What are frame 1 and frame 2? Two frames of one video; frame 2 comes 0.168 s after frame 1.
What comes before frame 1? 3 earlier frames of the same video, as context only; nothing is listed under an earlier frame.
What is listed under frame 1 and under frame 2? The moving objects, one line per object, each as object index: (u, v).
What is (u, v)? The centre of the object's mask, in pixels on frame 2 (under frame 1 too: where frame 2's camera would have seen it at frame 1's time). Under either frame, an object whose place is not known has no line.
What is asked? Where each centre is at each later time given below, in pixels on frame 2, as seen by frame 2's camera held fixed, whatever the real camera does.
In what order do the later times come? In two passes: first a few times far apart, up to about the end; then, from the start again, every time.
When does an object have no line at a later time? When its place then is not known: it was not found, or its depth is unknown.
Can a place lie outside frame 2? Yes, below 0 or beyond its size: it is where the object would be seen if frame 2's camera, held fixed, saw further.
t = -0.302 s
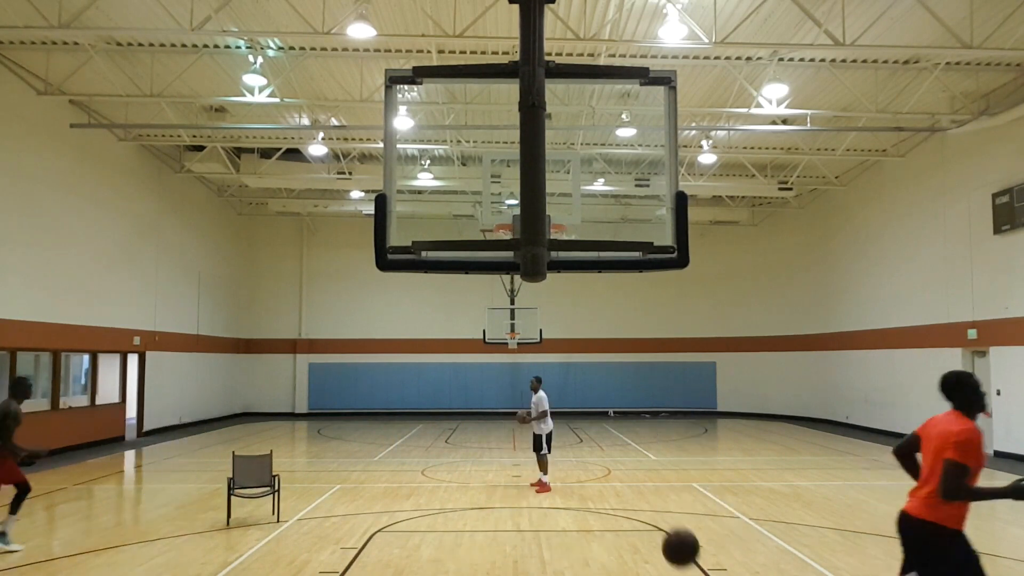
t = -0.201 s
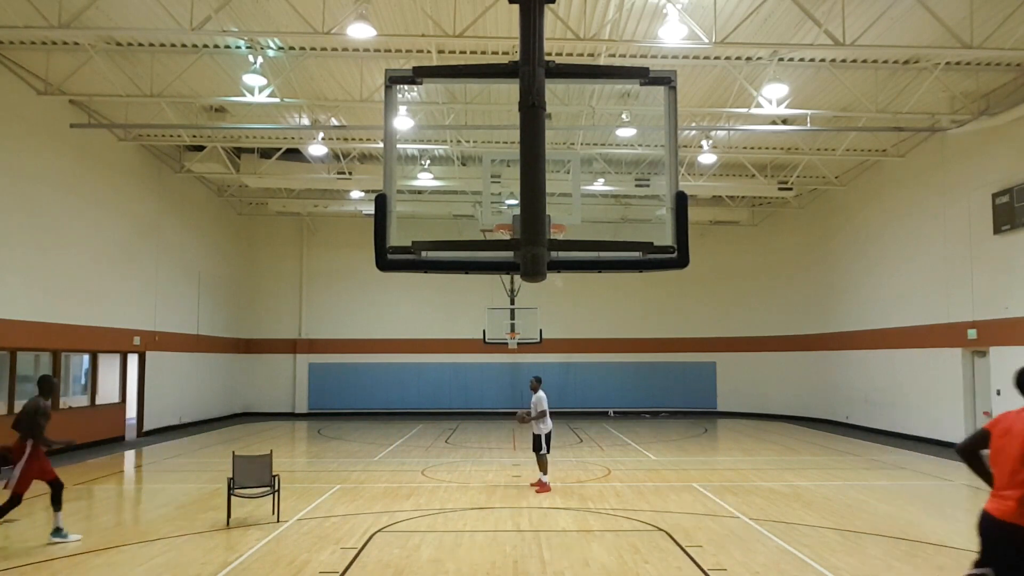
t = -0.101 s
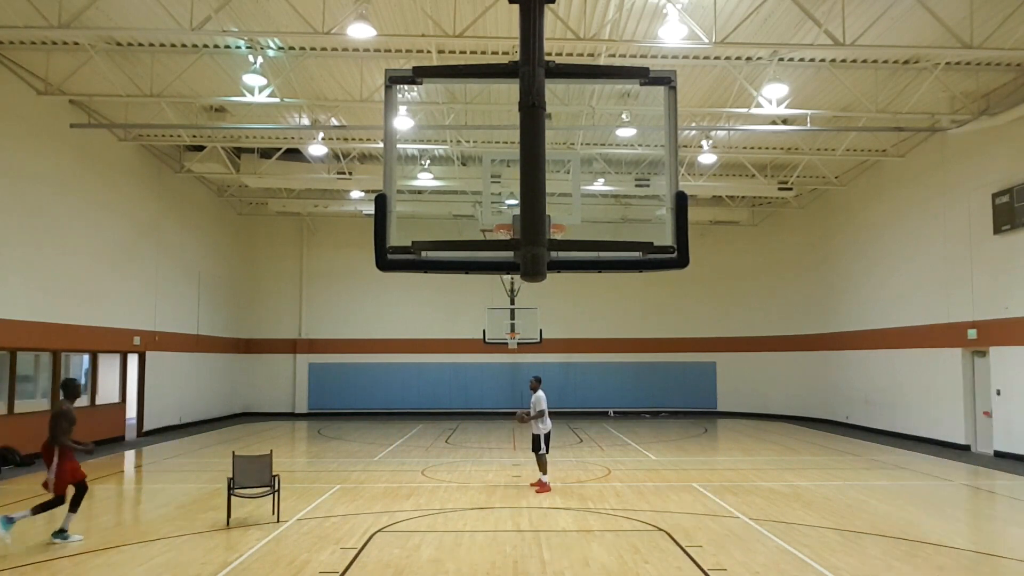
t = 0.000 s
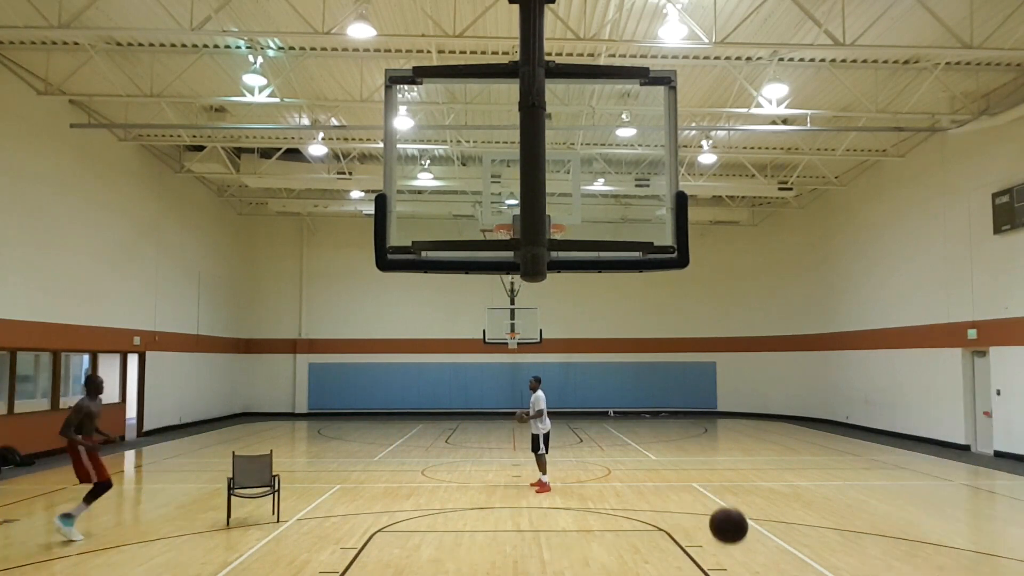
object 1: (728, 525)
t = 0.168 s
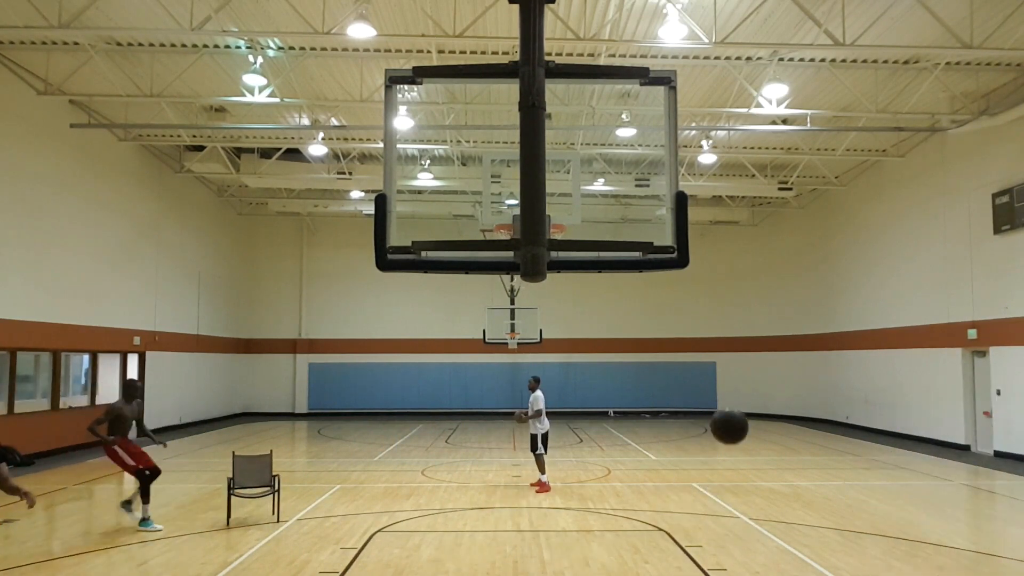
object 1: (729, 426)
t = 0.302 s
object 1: (730, 377)
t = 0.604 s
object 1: (734, 364)
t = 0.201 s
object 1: (730, 412)
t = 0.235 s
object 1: (730, 399)
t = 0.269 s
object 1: (730, 387)
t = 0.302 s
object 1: (730, 377)
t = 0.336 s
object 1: (730, 369)
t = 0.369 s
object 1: (731, 362)
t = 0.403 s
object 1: (731, 357)
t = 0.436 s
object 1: (731, 355)
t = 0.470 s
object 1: (732, 353)
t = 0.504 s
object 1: (732, 353)
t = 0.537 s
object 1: (733, 355)
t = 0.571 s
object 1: (733, 358)
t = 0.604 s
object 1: (734, 364)
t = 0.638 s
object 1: (734, 371)
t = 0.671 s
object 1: (735, 379)
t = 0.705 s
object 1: (736, 390)
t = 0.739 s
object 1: (736, 401)
